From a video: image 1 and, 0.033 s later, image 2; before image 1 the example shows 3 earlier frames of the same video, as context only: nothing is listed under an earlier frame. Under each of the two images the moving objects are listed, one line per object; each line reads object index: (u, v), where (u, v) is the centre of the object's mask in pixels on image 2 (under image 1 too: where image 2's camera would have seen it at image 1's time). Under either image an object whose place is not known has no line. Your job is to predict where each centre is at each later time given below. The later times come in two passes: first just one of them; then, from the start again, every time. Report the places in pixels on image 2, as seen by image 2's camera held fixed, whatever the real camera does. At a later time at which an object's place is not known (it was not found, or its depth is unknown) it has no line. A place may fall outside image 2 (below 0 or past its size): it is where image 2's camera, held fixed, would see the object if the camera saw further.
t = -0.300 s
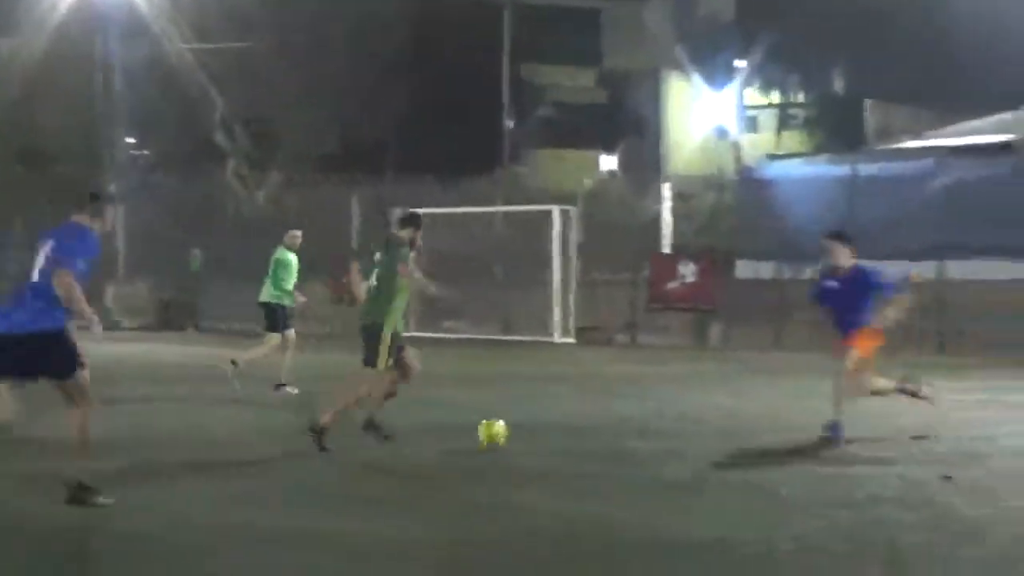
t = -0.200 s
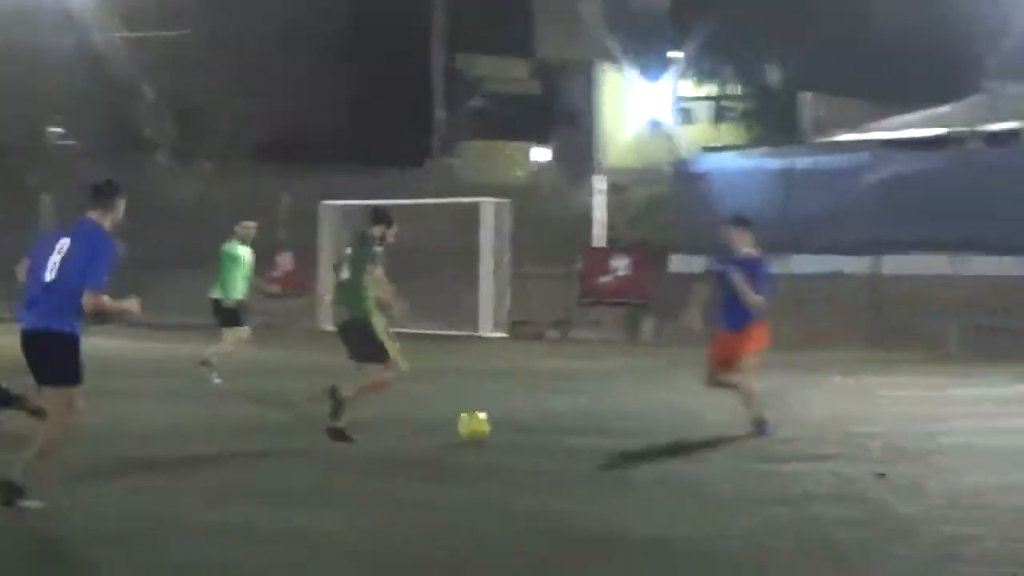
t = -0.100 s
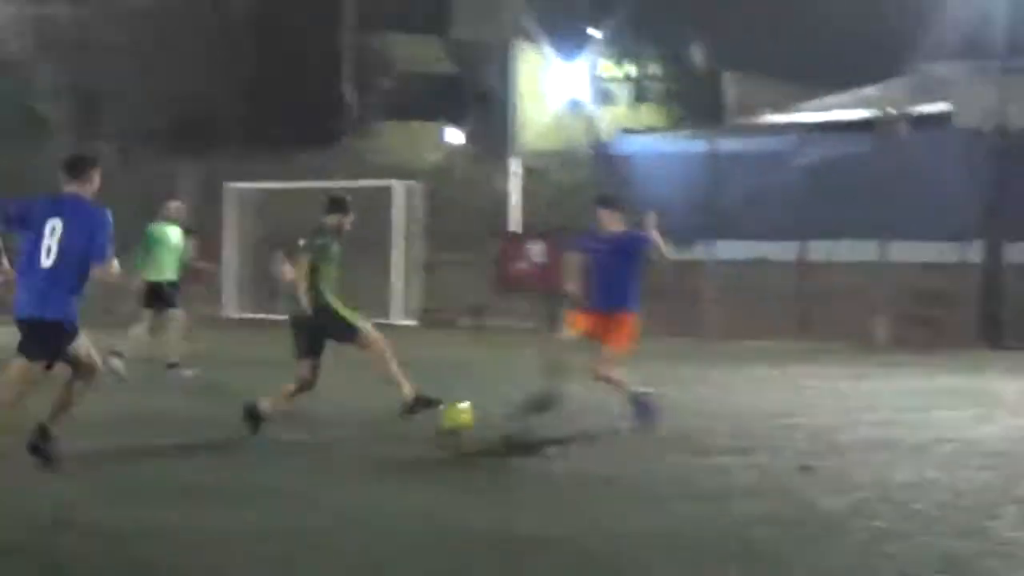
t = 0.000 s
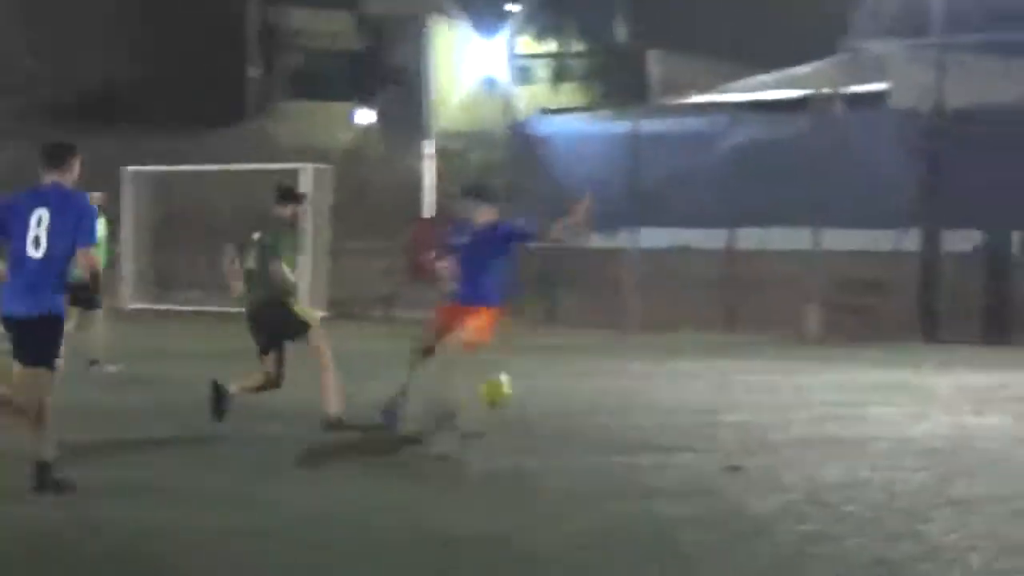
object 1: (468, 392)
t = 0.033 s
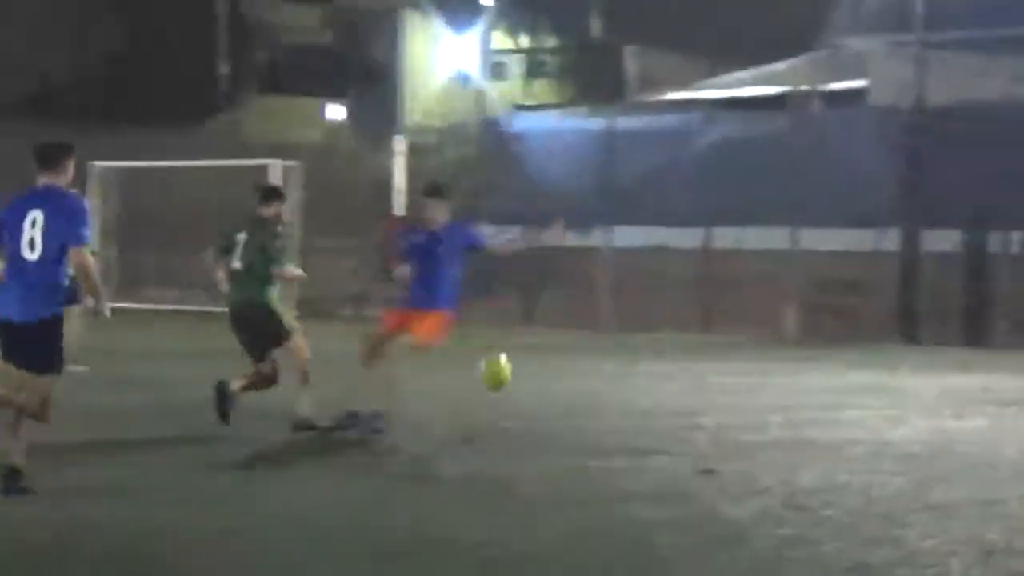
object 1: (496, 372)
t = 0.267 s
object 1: (692, 286)
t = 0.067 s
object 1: (522, 354)
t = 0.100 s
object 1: (552, 338)
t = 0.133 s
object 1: (580, 323)
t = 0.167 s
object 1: (607, 310)
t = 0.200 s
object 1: (634, 299)
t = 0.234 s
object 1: (662, 292)
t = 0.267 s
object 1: (692, 286)
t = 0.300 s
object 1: (722, 279)
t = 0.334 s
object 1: (751, 276)
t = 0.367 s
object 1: (781, 275)
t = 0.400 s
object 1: (810, 275)
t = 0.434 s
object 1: (842, 278)
